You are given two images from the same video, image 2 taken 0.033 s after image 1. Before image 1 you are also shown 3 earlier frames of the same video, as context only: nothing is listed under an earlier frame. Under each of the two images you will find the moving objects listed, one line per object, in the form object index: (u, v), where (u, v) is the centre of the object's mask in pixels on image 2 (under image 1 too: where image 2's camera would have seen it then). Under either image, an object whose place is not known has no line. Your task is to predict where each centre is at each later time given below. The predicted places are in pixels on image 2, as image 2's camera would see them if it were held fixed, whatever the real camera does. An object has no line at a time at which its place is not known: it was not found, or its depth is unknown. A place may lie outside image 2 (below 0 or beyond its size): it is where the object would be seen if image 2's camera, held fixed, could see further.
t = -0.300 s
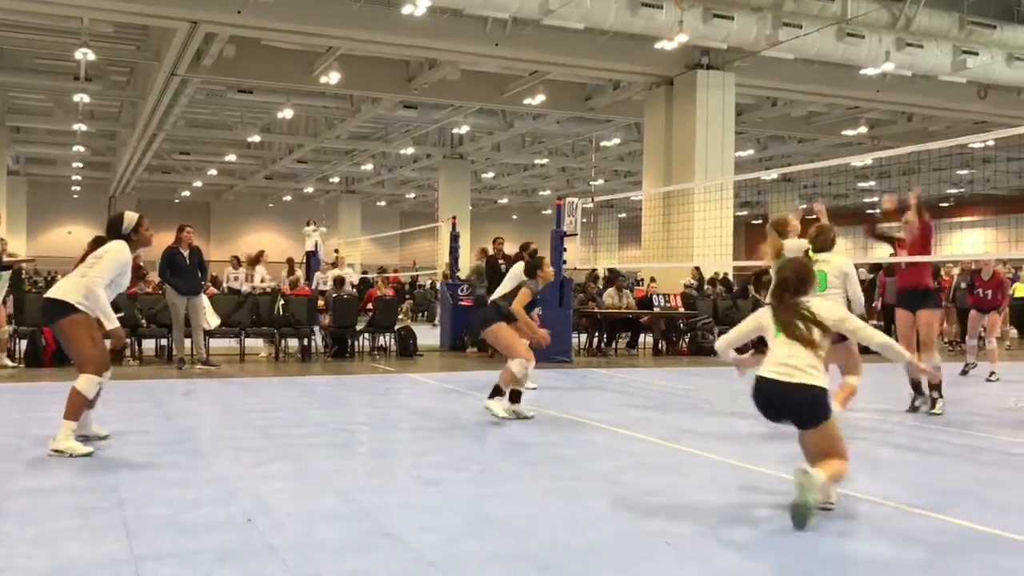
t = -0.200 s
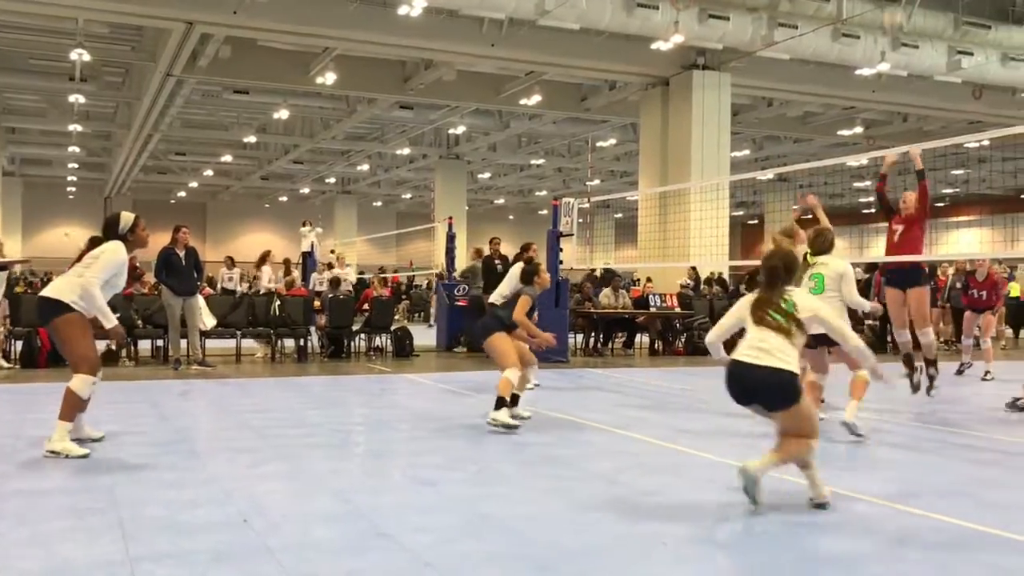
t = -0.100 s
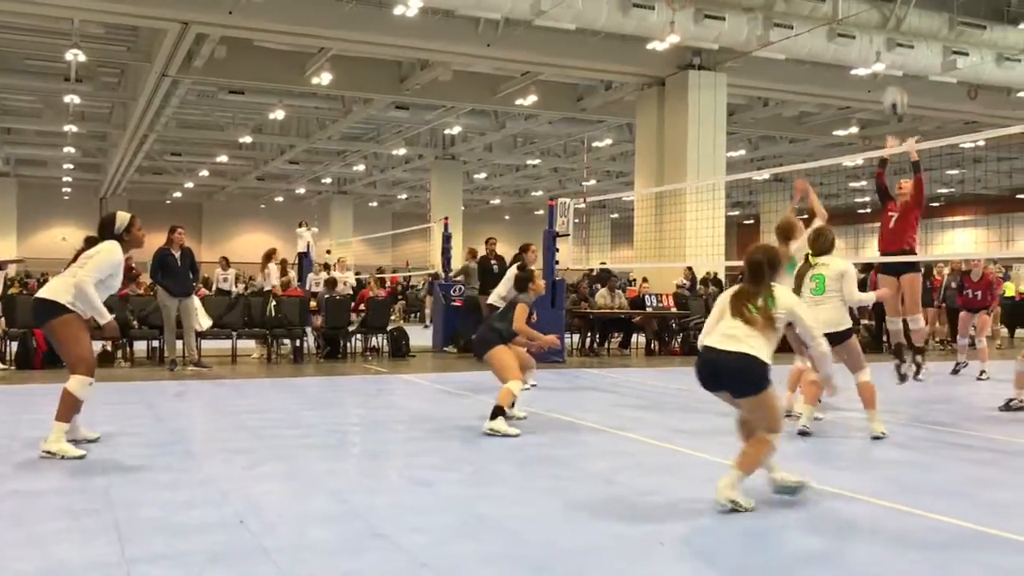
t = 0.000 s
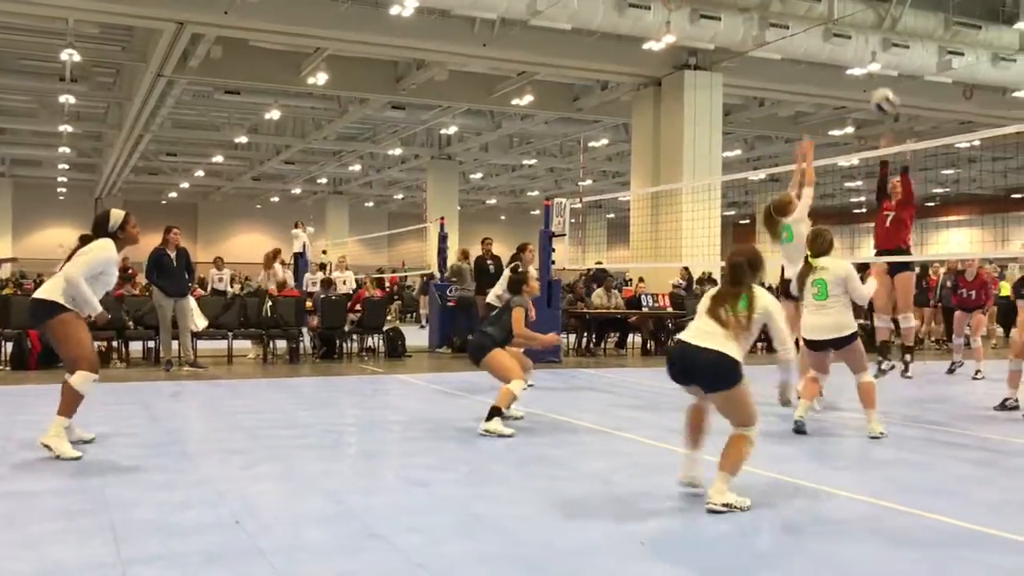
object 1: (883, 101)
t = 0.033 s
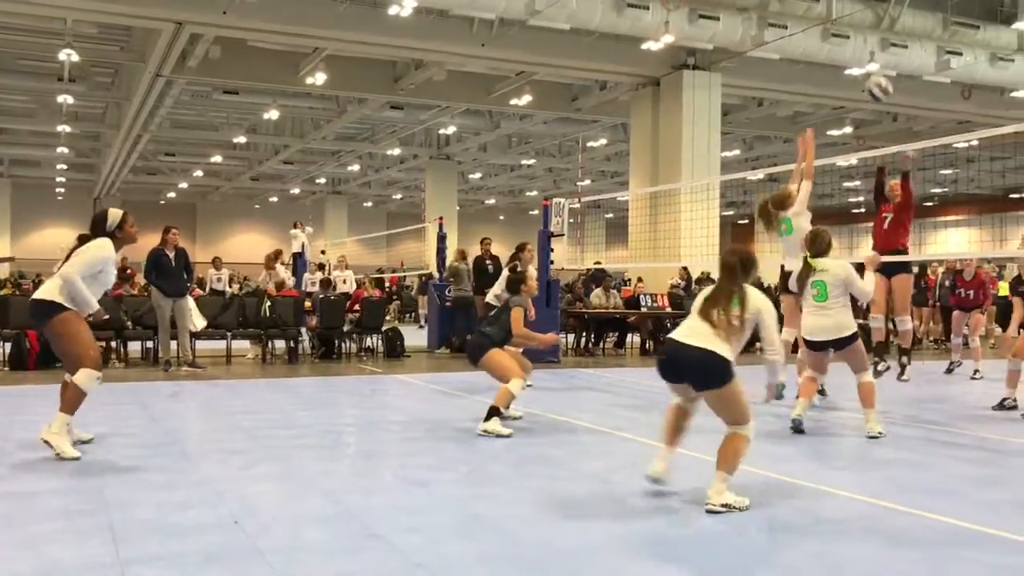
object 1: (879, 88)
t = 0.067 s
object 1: (875, 79)
